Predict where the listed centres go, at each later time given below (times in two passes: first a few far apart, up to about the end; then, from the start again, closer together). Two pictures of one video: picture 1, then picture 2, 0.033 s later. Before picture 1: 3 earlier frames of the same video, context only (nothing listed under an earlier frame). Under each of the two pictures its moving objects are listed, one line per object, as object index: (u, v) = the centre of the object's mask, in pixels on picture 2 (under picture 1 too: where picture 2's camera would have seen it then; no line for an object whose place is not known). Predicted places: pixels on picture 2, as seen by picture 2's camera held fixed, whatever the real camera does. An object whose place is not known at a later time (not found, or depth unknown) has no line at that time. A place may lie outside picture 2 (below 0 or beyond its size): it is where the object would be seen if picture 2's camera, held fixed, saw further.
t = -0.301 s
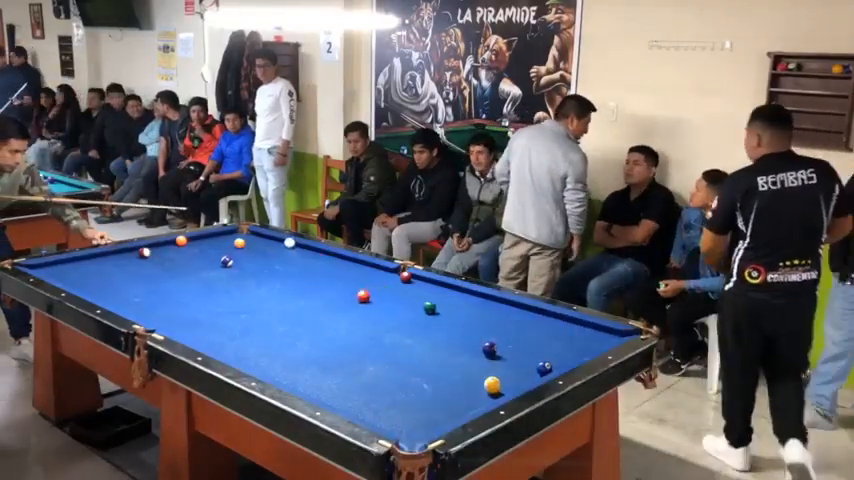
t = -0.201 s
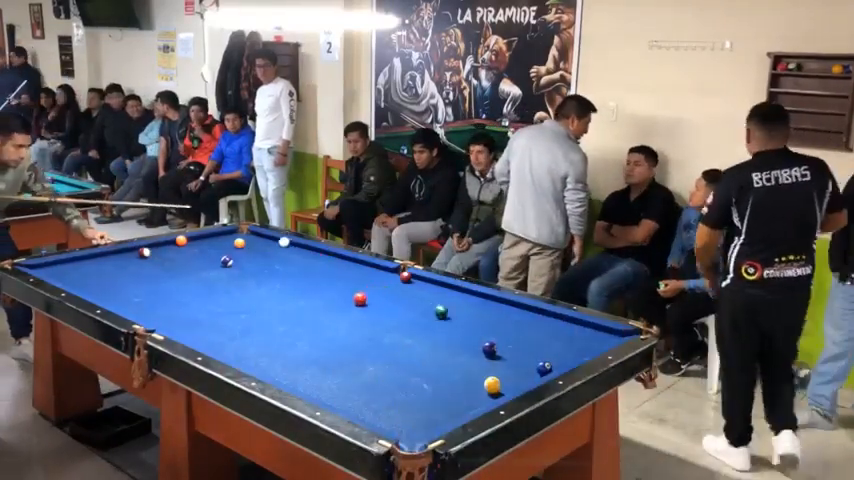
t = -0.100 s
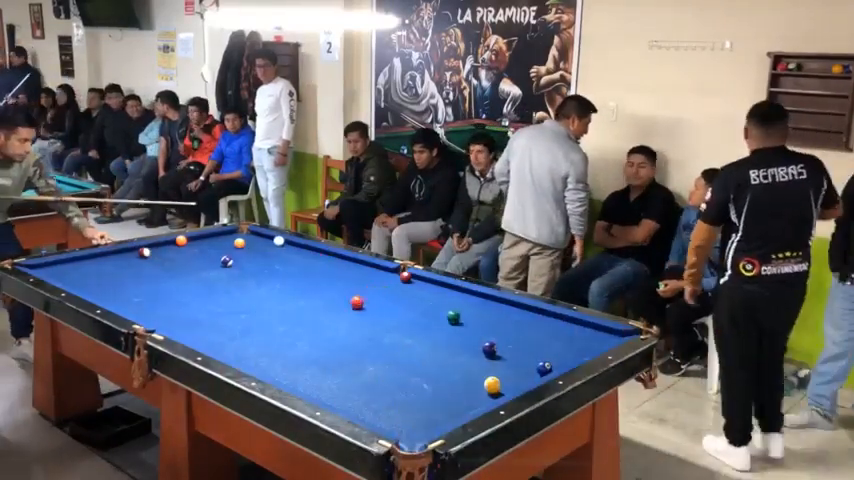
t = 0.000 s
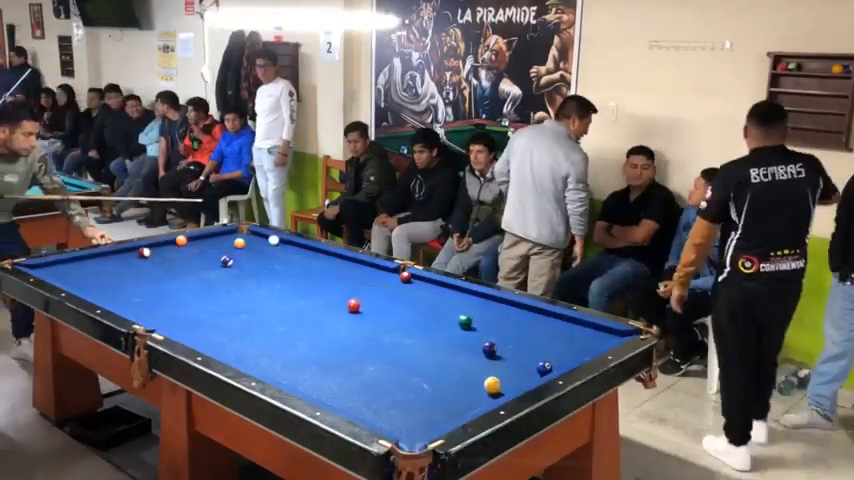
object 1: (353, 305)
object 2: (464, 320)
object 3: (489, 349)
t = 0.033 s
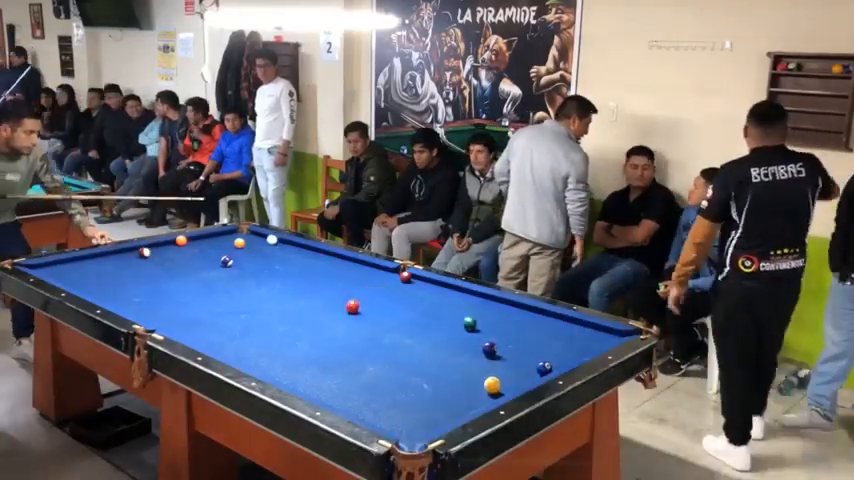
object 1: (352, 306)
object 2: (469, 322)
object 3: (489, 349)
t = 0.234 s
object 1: (345, 312)
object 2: (494, 332)
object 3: (489, 349)
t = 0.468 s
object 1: (336, 321)
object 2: (526, 346)
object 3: (490, 349)
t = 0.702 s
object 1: (328, 329)
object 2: (558, 359)
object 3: (490, 349)
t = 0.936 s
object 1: (319, 336)
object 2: (545, 356)
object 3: (490, 349)
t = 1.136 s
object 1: (311, 343)
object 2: (525, 353)
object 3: (489, 349)
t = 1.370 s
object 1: (302, 352)
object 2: (504, 348)
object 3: (488, 349)
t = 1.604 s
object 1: (292, 360)
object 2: (498, 344)
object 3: (477, 348)
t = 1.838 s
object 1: (282, 369)
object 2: (492, 340)
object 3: (467, 348)
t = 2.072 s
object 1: (274, 373)
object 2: (487, 337)
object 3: (458, 348)
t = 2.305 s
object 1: (279, 372)
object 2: (483, 334)
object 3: (450, 347)
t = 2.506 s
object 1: (283, 371)
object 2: (479, 332)
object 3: (444, 347)
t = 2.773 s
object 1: (287, 368)
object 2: (474, 329)
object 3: (437, 347)
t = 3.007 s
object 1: (290, 366)
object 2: (470, 327)
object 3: (432, 346)
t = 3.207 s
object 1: (292, 365)
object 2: (467, 325)
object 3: (428, 346)
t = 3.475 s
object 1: (293, 363)
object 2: (464, 325)
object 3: (423, 346)
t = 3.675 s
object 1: (295, 363)
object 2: (463, 324)
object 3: (421, 346)
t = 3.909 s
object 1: (295, 363)
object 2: (461, 324)
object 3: (420, 346)
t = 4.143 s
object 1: (295, 363)
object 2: (461, 324)
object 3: (420, 347)
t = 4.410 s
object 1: (295, 363)
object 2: (461, 324)
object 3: (420, 347)
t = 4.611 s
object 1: (295, 363)
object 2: (461, 324)
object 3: (420, 347)
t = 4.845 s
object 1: (295, 363)
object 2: (461, 324)
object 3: (420, 347)
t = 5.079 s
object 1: (295, 363)
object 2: (461, 324)
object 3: (420, 347)
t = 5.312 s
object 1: (295, 363)
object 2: (461, 324)
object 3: (420, 347)
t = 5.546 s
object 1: (295, 363)
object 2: (461, 324)
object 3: (420, 347)
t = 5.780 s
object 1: (295, 363)
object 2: (461, 323)
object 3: (420, 347)
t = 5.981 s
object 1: (295, 363)
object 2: (461, 323)
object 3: (420, 347)
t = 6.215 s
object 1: (295, 363)
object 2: (461, 323)
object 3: (420, 347)
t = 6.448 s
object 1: (295, 363)
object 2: (461, 323)
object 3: (420, 347)
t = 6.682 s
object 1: (295, 363)
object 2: (461, 323)
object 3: (420, 347)
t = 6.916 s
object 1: (295, 363)
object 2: (461, 323)
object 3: (420, 347)
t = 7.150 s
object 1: (295, 363)
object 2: (461, 323)
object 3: (420, 347)
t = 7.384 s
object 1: (295, 363)
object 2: (461, 323)
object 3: (420, 347)
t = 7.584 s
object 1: (295, 363)
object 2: (461, 323)
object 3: (420, 347)
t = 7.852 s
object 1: (295, 363)
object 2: (461, 323)
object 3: (420, 347)
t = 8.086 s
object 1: (295, 363)
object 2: (461, 323)
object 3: (420, 347)
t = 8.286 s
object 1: (295, 363)
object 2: (461, 323)
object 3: (420, 347)
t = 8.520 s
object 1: (295, 363)
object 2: (461, 323)
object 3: (420, 347)
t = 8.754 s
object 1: (295, 363)
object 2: (461, 323)
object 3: (420, 347)
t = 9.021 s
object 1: (295, 363)
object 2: (461, 323)
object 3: (420, 347)
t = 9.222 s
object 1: (295, 363)
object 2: (461, 323)
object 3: (420, 347)
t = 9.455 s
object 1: (295, 363)
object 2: (461, 323)
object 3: (420, 347)
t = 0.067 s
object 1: (351, 307)
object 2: (473, 324)
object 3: (489, 348)
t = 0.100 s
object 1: (349, 309)
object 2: (478, 325)
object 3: (489, 349)
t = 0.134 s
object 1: (349, 310)
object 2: (482, 327)
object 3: (489, 349)
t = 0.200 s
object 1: (346, 311)
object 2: (490, 330)
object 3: (489, 349)
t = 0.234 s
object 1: (345, 312)
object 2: (494, 332)
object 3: (489, 349)
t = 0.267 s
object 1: (344, 314)
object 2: (499, 334)
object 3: (489, 349)
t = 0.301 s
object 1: (343, 315)
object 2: (503, 337)
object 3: (489, 349)
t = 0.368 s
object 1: (340, 317)
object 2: (512, 340)
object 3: (489, 349)
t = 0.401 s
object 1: (339, 318)
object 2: (517, 342)
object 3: (489, 349)
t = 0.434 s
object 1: (338, 319)
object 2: (521, 344)
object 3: (490, 349)
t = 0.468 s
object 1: (336, 321)
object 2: (526, 346)
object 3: (490, 349)
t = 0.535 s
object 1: (334, 324)
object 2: (536, 350)
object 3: (490, 348)
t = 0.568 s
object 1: (333, 325)
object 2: (540, 352)
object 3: (490, 348)
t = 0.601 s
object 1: (331, 326)
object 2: (545, 353)
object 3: (490, 349)
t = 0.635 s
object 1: (330, 327)
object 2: (550, 355)
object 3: (490, 349)
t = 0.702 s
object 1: (328, 329)
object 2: (558, 359)
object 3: (490, 349)
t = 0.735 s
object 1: (327, 329)
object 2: (563, 360)
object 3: (490, 349)
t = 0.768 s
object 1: (325, 331)
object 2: (561, 360)
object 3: (490, 349)
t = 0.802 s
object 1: (324, 332)
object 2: (558, 359)
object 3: (490, 349)
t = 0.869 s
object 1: (322, 334)
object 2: (552, 357)
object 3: (489, 349)
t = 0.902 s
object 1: (320, 336)
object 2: (549, 357)
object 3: (490, 349)
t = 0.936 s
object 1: (319, 336)
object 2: (545, 356)
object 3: (490, 349)
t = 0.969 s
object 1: (318, 337)
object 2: (541, 356)
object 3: (490, 349)
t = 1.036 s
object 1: (315, 339)
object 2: (534, 356)
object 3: (490, 349)
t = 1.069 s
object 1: (314, 341)
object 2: (531, 356)
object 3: (490, 349)
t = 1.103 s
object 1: (312, 342)
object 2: (528, 354)
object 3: (490, 349)
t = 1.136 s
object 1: (311, 343)
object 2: (525, 353)
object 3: (489, 349)
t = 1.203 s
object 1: (309, 346)
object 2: (518, 352)
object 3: (490, 349)
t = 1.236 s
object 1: (307, 347)
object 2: (514, 351)
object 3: (490, 349)
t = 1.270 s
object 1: (306, 348)
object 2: (512, 351)
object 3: (489, 349)
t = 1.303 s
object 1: (305, 349)
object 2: (509, 350)
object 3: (489, 349)
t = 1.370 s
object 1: (302, 352)
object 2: (504, 348)
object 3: (488, 349)
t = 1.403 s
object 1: (301, 353)
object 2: (503, 348)
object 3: (487, 349)
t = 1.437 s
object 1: (299, 354)
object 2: (502, 347)
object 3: (485, 348)
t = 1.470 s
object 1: (298, 355)
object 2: (502, 347)
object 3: (484, 348)
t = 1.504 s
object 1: (296, 356)
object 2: (501, 346)
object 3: (482, 348)
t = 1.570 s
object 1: (293, 359)
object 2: (499, 345)
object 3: (479, 348)
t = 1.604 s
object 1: (292, 360)
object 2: (498, 344)
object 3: (477, 348)
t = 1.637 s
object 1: (291, 361)
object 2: (497, 343)
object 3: (476, 348)
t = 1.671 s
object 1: (290, 362)
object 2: (497, 343)
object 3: (474, 347)
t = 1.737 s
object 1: (286, 365)
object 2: (495, 341)
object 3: (471, 347)
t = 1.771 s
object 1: (285, 366)
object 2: (494, 341)
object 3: (470, 348)
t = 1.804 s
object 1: (283, 367)
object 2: (493, 340)
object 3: (468, 348)
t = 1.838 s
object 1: (282, 369)
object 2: (492, 340)
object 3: (467, 348)
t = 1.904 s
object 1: (280, 370)
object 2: (491, 339)
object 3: (464, 348)
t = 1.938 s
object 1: (278, 371)
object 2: (490, 338)
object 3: (463, 348)
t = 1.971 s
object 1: (277, 372)
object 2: (490, 338)
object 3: (462, 348)
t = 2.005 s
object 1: (276, 373)
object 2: (489, 337)
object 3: (461, 348)
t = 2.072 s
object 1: (274, 373)
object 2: (487, 337)
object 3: (458, 348)
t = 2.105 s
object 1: (275, 374)
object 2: (487, 336)
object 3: (457, 348)
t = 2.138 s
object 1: (276, 373)
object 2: (486, 336)
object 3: (456, 347)
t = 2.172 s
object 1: (276, 373)
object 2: (485, 335)
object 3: (455, 347)
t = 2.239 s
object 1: (278, 373)
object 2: (484, 334)
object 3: (452, 347)
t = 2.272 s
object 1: (279, 373)
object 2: (484, 334)
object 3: (451, 347)
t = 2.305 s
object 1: (279, 372)
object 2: (483, 334)
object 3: (450, 347)
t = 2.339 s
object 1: (280, 372)
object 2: (482, 333)
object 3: (449, 347)
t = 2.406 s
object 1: (282, 372)
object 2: (481, 333)
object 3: (447, 347)
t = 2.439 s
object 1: (282, 372)
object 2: (480, 333)
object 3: (446, 347)
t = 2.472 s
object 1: (283, 371)
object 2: (479, 333)
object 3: (445, 347)
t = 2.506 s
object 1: (283, 371)
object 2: (479, 332)
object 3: (444, 347)
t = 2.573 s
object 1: (284, 370)
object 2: (477, 331)
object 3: (442, 347)
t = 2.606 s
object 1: (285, 370)
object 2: (477, 331)
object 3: (441, 347)
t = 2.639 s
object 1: (285, 370)
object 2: (476, 330)
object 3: (440, 347)
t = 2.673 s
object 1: (286, 369)
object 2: (476, 330)
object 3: (439, 347)
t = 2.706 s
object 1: (286, 369)
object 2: (475, 330)
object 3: (439, 347)
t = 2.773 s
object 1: (287, 368)
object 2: (474, 329)
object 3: (437, 347)
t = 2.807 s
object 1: (288, 368)
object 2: (474, 329)
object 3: (436, 347)
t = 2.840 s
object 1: (288, 367)
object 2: (473, 328)
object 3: (435, 347)
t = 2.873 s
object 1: (288, 367)
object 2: (472, 328)
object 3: (435, 347)
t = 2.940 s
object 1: (289, 367)
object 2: (471, 327)
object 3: (433, 347)
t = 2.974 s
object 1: (290, 366)
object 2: (471, 327)
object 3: (433, 346)
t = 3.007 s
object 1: (290, 366)
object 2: (470, 327)
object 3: (432, 346)
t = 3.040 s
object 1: (290, 366)
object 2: (470, 326)
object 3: (431, 346)
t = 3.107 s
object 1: (291, 365)
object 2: (469, 326)
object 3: (430, 346)
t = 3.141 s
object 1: (291, 365)
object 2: (468, 326)
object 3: (429, 346)
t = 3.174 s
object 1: (292, 365)
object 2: (468, 326)
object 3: (428, 346)
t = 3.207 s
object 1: (292, 365)
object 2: (467, 325)
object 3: (428, 346)
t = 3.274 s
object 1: (292, 364)
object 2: (467, 325)
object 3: (427, 346)
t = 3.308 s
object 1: (293, 364)
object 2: (466, 325)
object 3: (426, 346)
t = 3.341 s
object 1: (293, 364)
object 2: (466, 325)
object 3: (426, 346)
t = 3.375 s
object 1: (293, 364)
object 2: (465, 325)
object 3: (425, 346)
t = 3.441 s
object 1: (293, 363)
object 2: (464, 325)
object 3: (424, 346)
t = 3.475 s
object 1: (293, 363)
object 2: (464, 325)
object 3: (423, 346)
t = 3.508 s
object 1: (294, 363)
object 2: (464, 324)
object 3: (423, 346)
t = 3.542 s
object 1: (294, 363)
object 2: (464, 324)
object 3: (423, 346)
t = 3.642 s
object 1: (294, 363)
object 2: (463, 324)
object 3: (422, 347)
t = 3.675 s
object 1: (295, 363)
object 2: (463, 324)
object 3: (421, 346)
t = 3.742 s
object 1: (295, 363)
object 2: (462, 324)
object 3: (421, 347)
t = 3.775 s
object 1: (295, 363)
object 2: (462, 324)
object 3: (420, 347)
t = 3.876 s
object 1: (295, 363)
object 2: (461, 324)
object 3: (420, 346)
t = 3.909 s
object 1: (295, 363)
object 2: (461, 324)
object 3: (420, 346)
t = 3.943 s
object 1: (295, 363)
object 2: (461, 324)
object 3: (420, 347)
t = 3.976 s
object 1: (295, 363)
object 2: (461, 324)
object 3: (420, 347)
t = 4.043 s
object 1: (295, 363)
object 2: (461, 324)
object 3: (420, 347)
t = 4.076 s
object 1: (295, 363)
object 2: (461, 324)
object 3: (420, 347)
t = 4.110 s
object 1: (295, 363)
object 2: (461, 324)
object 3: (420, 347)
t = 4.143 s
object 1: (295, 363)
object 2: (461, 324)
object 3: (420, 347)
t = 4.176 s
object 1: (295, 363)
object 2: (461, 324)
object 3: (420, 347)
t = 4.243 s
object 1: (295, 363)
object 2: (461, 324)
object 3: (420, 347)
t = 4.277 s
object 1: (295, 363)
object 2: (461, 324)
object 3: (420, 347)
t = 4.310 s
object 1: (295, 363)
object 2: (461, 324)
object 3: (420, 347)
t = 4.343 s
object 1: (295, 363)
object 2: (461, 324)
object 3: (420, 347)
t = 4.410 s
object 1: (295, 363)
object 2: (461, 324)
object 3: (420, 347)
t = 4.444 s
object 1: (295, 363)
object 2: (461, 324)
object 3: (420, 347)
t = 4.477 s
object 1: (295, 363)
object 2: (461, 324)
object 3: (420, 347)
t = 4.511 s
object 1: (295, 363)
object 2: (461, 324)
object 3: (420, 347)
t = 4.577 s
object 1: (295, 363)
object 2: (461, 324)
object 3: (420, 347)
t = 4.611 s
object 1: (295, 363)
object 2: (461, 324)
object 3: (420, 347)
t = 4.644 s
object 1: (295, 363)
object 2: (461, 324)
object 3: (420, 347)
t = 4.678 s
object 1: (295, 363)
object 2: (461, 324)
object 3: (420, 347)
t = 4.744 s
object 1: (295, 363)
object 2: (461, 324)
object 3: (420, 347)
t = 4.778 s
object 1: (295, 363)
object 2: (461, 324)
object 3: (420, 347)
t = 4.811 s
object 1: (295, 363)
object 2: (461, 324)
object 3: (420, 347)
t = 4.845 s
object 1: (295, 363)
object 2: (461, 324)
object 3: (420, 347)
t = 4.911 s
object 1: (295, 363)
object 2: (461, 324)
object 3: (420, 347)
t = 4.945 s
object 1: (295, 363)
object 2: (461, 324)
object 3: (420, 347)
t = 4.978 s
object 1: (295, 363)
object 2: (461, 324)
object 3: (420, 347)
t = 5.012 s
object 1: (295, 363)
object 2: (461, 324)
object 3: (420, 347)
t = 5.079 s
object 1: (295, 363)
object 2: (461, 324)
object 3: (420, 347)
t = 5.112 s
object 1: (295, 363)
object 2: (461, 324)
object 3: (420, 347)
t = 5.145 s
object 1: (295, 363)
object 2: (461, 324)
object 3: (420, 347)
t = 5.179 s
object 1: (295, 363)
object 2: (461, 324)
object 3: (420, 347)
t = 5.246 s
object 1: (295, 363)
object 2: (461, 324)
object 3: (420, 347)
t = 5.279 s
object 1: (295, 363)
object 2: (461, 324)
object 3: (420, 347)
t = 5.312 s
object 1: (295, 363)
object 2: (461, 324)
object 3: (420, 347)
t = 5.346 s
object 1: (295, 363)
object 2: (461, 323)
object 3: (420, 347)
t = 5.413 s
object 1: (295, 363)
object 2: (461, 324)
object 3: (420, 347)
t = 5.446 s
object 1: (295, 363)
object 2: (461, 323)
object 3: (420, 347)
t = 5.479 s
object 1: (295, 363)
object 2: (461, 323)
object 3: (420, 347)
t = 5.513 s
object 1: (295, 363)
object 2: (461, 324)
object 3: (420, 347)
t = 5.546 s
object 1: (295, 363)
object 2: (461, 324)
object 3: (420, 347)
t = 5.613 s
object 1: (295, 363)
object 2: (461, 323)
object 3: (420, 347)
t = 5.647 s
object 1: (295, 363)
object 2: (461, 323)
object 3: (420, 347)
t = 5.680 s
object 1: (295, 363)
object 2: (461, 323)
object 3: (420, 347)
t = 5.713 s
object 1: (295, 363)
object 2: (461, 323)
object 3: (420, 347)
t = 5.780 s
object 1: (295, 363)
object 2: (461, 323)
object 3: (420, 347)
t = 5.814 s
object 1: (295, 363)
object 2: (461, 323)
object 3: (420, 347)
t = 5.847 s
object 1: (295, 363)
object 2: (461, 323)
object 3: (420, 347)
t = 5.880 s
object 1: (295, 363)
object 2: (461, 323)
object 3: (420, 347)
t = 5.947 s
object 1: (295, 363)
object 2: (461, 323)
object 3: (420, 347)
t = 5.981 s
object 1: (295, 363)
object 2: (461, 323)
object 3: (420, 347)
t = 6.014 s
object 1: (295, 363)
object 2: (461, 323)
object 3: (420, 347)
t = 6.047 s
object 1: (295, 363)
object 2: (461, 323)
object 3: (420, 347)
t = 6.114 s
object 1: (295, 363)
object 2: (461, 323)
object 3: (420, 347)
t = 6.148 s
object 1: (295, 363)
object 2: (461, 323)
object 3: (420, 347)
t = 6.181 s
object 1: (295, 363)
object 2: (461, 323)
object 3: (420, 347)
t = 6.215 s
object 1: (295, 363)
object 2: (461, 323)
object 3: (420, 347)
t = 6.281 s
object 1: (295, 363)
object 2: (461, 323)
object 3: (420, 347)
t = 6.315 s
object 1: (295, 363)
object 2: (461, 323)
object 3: (420, 347)
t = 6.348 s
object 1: (295, 363)
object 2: (461, 323)
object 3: (420, 347)
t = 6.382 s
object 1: (295, 363)
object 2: (461, 323)
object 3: (420, 347)
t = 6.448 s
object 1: (295, 363)
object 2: (461, 323)
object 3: (420, 347)
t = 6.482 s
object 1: (295, 363)
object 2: (461, 323)
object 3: (420, 347)
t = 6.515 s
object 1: (295, 363)
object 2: (461, 323)
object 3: (420, 347)
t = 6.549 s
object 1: (295, 363)
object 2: (461, 323)
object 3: (420, 347)
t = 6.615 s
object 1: (295, 363)
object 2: (461, 323)
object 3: (420, 347)
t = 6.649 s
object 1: (295, 363)
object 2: (461, 323)
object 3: (420, 347)
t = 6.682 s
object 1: (295, 363)
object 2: (461, 323)
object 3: (420, 347)
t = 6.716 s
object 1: (295, 363)
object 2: (461, 323)
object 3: (420, 347)
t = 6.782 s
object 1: (295, 363)
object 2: (461, 323)
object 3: (420, 347)
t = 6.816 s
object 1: (295, 363)
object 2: (461, 323)
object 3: (420, 347)
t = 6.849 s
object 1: (295, 363)
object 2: (461, 323)
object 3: (420, 347)
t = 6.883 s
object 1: (295, 363)
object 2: (461, 323)
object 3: (420, 347)
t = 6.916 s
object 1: (295, 363)
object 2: (461, 323)
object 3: (420, 347)
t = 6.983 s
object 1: (295, 363)
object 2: (461, 323)
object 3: (420, 347)
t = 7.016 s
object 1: (295, 363)
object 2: (461, 323)
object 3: (420, 347)
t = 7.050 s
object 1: (295, 363)
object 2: (461, 323)
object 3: (420, 347)
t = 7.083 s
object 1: (295, 363)
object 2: (461, 323)
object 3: (420, 347)
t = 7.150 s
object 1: (295, 363)
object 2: (461, 323)
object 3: (420, 347)
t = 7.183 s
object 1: (295, 363)
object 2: (461, 323)
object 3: (420, 347)
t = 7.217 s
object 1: (295, 363)
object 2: (461, 323)
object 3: (420, 347)
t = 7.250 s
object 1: (295, 363)
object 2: (461, 323)
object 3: (420, 347)
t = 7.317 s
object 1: (295, 363)
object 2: (461, 323)
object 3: (420, 347)
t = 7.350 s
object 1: (295, 363)
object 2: (461, 323)
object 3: (420, 347)
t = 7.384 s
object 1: (295, 363)
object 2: (461, 323)
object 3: (420, 347)
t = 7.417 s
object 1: (295, 363)
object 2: (461, 323)
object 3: (420, 347)
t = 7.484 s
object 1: (295, 363)
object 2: (461, 323)
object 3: (420, 347)
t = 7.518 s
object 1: (295, 363)
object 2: (461, 323)
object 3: (420, 347)
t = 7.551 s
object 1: (295, 363)
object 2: (461, 323)
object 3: (420, 347)
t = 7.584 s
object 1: (295, 363)
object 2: (461, 323)
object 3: (420, 347)
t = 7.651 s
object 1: (295, 363)
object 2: (461, 323)
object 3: (420, 347)
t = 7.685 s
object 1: (295, 363)
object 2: (461, 323)
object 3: (420, 347)
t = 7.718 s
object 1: (295, 363)
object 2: (461, 323)
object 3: (420, 347)
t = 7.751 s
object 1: (295, 363)
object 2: (461, 323)
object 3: (420, 347)
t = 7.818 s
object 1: (295, 363)
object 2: (461, 323)
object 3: (420, 347)
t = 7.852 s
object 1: (295, 363)
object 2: (461, 323)
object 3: (420, 347)
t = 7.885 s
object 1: (295, 363)
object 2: (461, 323)
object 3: (420, 347)
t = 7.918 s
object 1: (295, 363)
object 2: (461, 323)
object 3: (420, 347)
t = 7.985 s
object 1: (295, 363)
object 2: (461, 323)
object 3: (420, 347)
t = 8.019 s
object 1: (295, 363)
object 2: (461, 323)
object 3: (420, 347)
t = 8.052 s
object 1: (295, 363)
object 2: (461, 323)
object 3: (420, 347)
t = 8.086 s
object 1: (295, 363)
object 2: (461, 323)
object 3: (420, 347)
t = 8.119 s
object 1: (295, 363)
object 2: (461, 323)
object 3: (420, 347)
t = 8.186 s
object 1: (295, 363)
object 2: (461, 323)
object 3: (420, 347)
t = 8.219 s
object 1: (295, 363)
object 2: (461, 323)
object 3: (420, 347)
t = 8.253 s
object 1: (295, 363)
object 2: (461, 323)
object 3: (420, 347)
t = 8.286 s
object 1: (295, 363)
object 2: (461, 323)
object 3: (420, 347)
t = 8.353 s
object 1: (295, 363)
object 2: (461, 323)
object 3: (420, 347)
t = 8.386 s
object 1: (295, 363)
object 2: (461, 323)
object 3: (420, 347)
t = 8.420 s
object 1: (295, 363)
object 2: (461, 323)
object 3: (420, 347)
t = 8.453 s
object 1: (295, 363)
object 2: (461, 323)
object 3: (420, 347)
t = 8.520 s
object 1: (295, 363)
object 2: (461, 323)
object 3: (420, 347)
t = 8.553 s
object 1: (295, 363)
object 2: (461, 323)
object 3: (420, 347)
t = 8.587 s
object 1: (295, 363)
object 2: (461, 323)
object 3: (420, 347)
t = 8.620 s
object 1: (295, 363)
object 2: (461, 323)
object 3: (420, 347)
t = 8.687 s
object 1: (295, 363)
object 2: (461, 323)
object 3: (420, 347)
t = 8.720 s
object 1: (295, 363)
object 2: (461, 323)
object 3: (420, 347)
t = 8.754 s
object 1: (295, 363)
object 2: (461, 323)
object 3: (420, 347)
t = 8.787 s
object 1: (295, 363)
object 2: (461, 323)
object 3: (420, 347)
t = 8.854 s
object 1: (295, 363)
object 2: (461, 323)
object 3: (420, 347)
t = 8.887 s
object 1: (295, 363)
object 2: (461, 323)
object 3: (420, 347)
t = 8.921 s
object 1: (295, 363)
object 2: (461, 323)
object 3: (420, 347)
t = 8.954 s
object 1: (295, 363)
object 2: (461, 323)
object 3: (420, 347)
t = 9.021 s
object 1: (295, 363)
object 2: (461, 323)
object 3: (420, 347)
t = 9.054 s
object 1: (295, 363)
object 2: (461, 323)
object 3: (420, 347)
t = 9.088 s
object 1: (295, 363)
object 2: (461, 323)
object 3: (420, 347)
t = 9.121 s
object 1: (295, 363)
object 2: (461, 323)
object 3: (420, 347)
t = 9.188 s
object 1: (295, 363)
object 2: (461, 323)
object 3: (420, 347)
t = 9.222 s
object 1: (295, 363)
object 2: (461, 323)
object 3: (420, 347)
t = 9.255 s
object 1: (295, 363)
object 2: (461, 323)
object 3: (420, 347)
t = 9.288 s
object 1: (295, 363)
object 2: (461, 323)
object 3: (420, 347)
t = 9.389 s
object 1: (295, 363)
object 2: (461, 323)
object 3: (420, 347)
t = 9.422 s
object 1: (295, 363)
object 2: (461, 323)
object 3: (420, 347)
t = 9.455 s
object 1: (295, 363)
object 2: (461, 323)
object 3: (420, 347)
